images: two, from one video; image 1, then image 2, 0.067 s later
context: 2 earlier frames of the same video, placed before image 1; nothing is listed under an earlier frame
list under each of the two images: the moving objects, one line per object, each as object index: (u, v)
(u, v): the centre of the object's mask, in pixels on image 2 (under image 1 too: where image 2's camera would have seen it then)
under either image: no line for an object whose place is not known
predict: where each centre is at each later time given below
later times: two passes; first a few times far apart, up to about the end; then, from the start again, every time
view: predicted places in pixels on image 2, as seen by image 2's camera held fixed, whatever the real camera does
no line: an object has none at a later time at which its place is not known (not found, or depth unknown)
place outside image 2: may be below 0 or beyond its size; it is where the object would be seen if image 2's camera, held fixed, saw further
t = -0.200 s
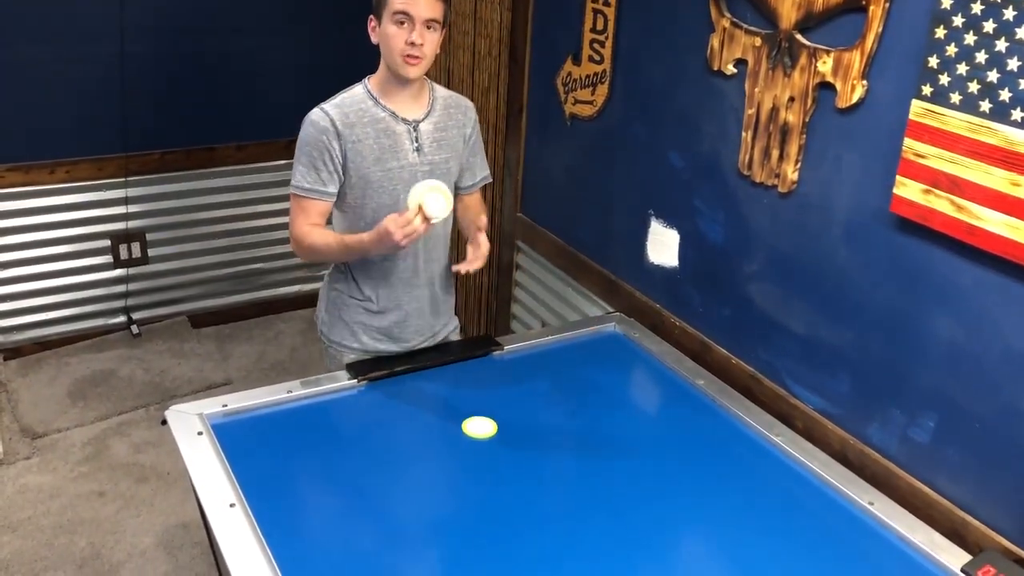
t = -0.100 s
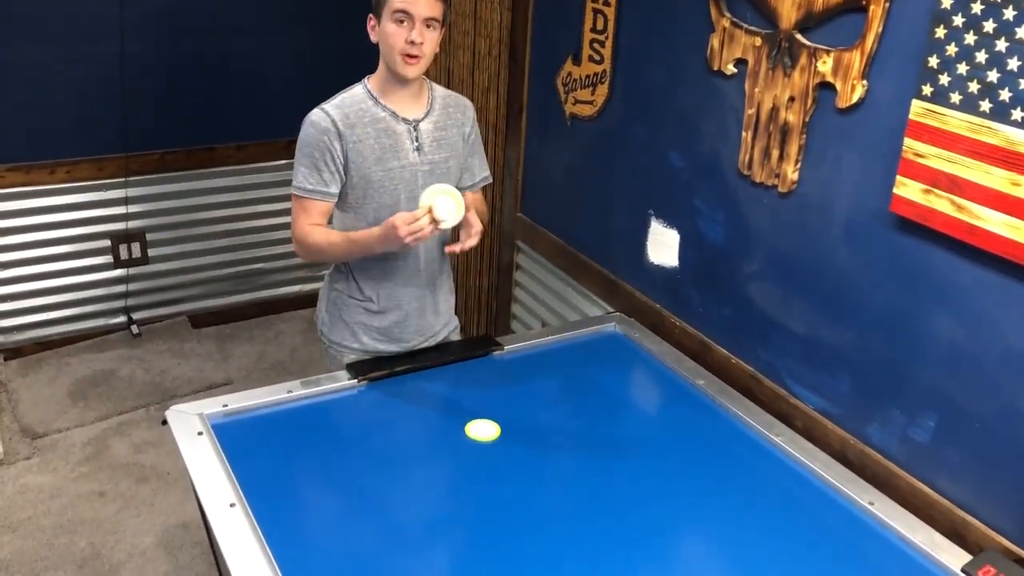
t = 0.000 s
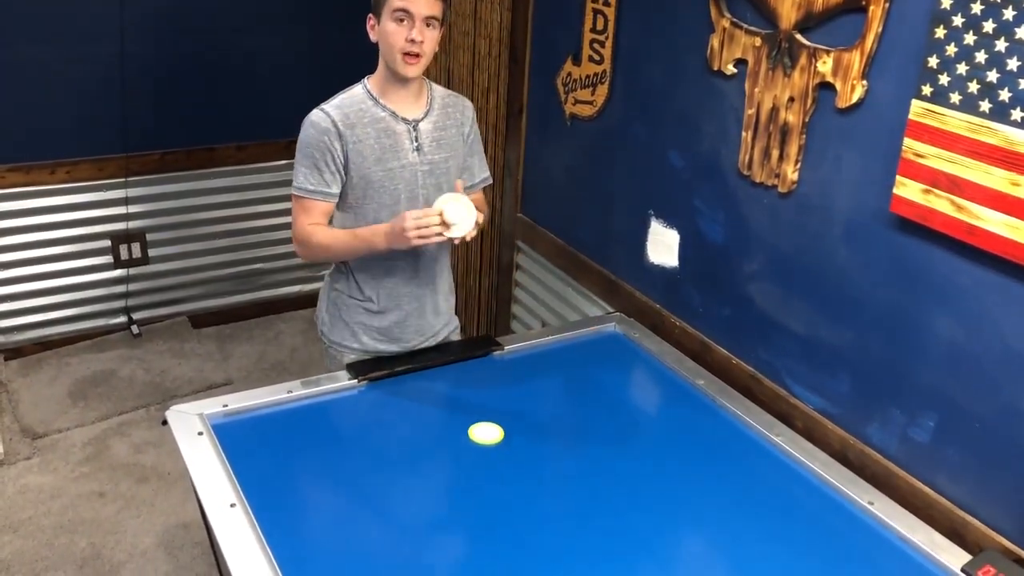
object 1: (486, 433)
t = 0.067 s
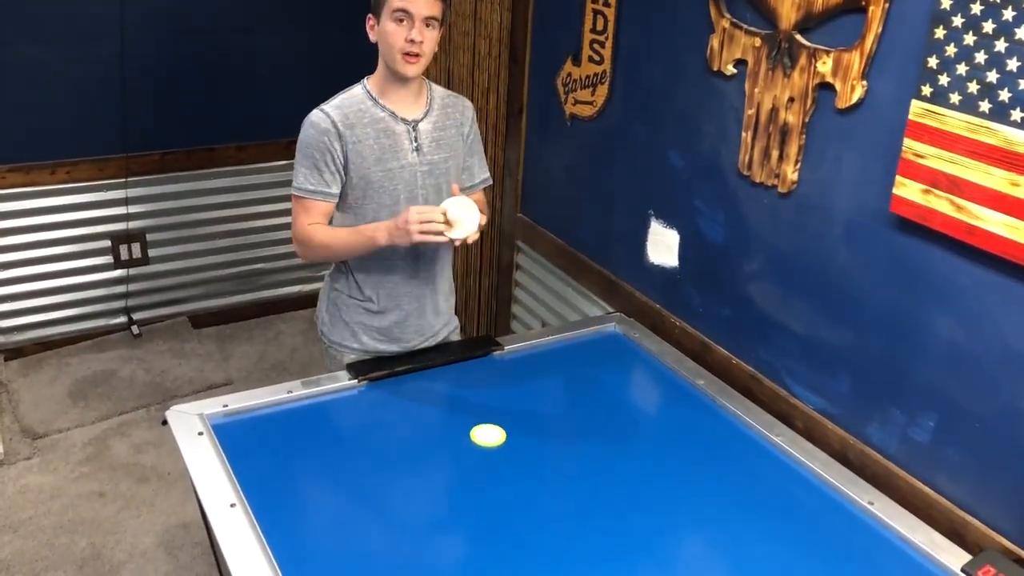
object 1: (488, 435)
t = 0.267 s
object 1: (495, 442)
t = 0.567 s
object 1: (506, 454)
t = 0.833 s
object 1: (517, 467)
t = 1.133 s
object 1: (530, 483)
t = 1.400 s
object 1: (543, 499)
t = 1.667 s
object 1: (556, 517)
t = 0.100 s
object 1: (489, 436)
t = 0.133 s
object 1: (490, 437)
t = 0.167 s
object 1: (491, 439)
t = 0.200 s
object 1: (492, 440)
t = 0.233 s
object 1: (493, 441)
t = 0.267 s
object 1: (495, 442)
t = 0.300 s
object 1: (496, 443)
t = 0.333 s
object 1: (497, 445)
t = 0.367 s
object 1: (498, 446)
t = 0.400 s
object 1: (499, 447)
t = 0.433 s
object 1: (501, 449)
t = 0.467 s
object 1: (502, 450)
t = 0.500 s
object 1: (503, 452)
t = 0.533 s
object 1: (505, 453)
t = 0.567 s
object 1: (506, 454)
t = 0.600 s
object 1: (507, 456)
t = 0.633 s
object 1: (509, 458)
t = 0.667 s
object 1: (510, 459)
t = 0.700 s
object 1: (511, 461)
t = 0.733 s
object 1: (513, 462)
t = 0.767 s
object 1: (514, 464)
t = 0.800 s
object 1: (515, 465)
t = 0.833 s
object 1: (517, 467)
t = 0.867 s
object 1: (518, 469)
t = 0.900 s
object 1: (520, 470)
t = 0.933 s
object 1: (521, 472)
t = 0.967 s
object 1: (523, 474)
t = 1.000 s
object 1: (524, 475)
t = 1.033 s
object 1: (526, 477)
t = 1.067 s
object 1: (527, 479)
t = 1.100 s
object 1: (529, 481)
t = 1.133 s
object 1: (530, 483)
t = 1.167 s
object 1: (532, 485)
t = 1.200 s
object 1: (533, 487)
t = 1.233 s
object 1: (535, 489)
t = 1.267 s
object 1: (537, 491)
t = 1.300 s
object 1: (538, 493)
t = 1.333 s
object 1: (540, 495)
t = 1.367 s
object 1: (541, 497)
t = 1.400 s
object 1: (543, 499)
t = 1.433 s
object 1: (545, 501)
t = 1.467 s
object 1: (547, 503)
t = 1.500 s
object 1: (548, 506)
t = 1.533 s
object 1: (550, 508)
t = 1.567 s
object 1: (551, 510)
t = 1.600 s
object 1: (553, 512)
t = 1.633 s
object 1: (555, 515)
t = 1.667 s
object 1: (556, 517)
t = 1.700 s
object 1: (558, 519)
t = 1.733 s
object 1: (560, 522)
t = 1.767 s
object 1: (562, 524)
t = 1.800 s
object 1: (564, 527)
